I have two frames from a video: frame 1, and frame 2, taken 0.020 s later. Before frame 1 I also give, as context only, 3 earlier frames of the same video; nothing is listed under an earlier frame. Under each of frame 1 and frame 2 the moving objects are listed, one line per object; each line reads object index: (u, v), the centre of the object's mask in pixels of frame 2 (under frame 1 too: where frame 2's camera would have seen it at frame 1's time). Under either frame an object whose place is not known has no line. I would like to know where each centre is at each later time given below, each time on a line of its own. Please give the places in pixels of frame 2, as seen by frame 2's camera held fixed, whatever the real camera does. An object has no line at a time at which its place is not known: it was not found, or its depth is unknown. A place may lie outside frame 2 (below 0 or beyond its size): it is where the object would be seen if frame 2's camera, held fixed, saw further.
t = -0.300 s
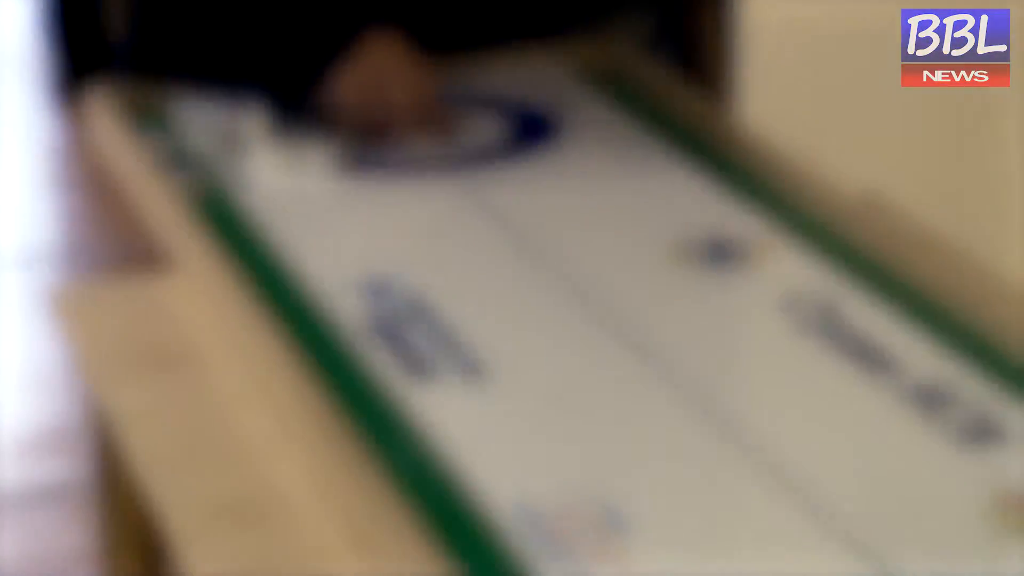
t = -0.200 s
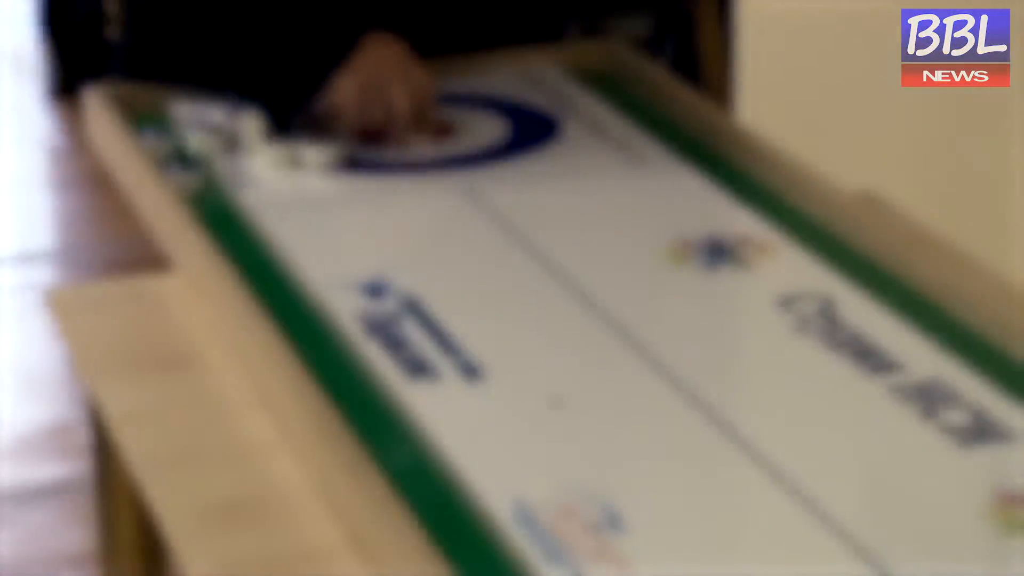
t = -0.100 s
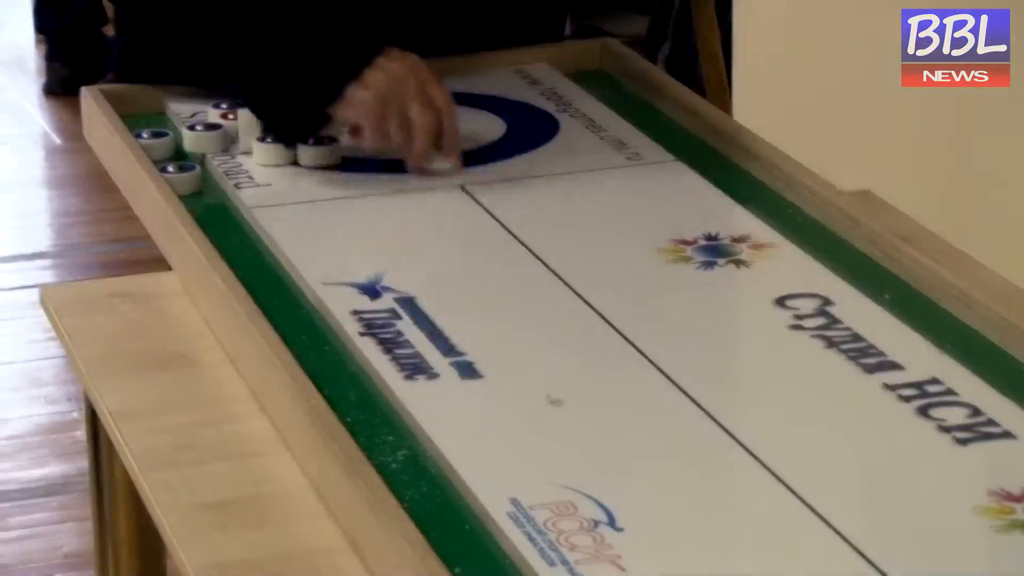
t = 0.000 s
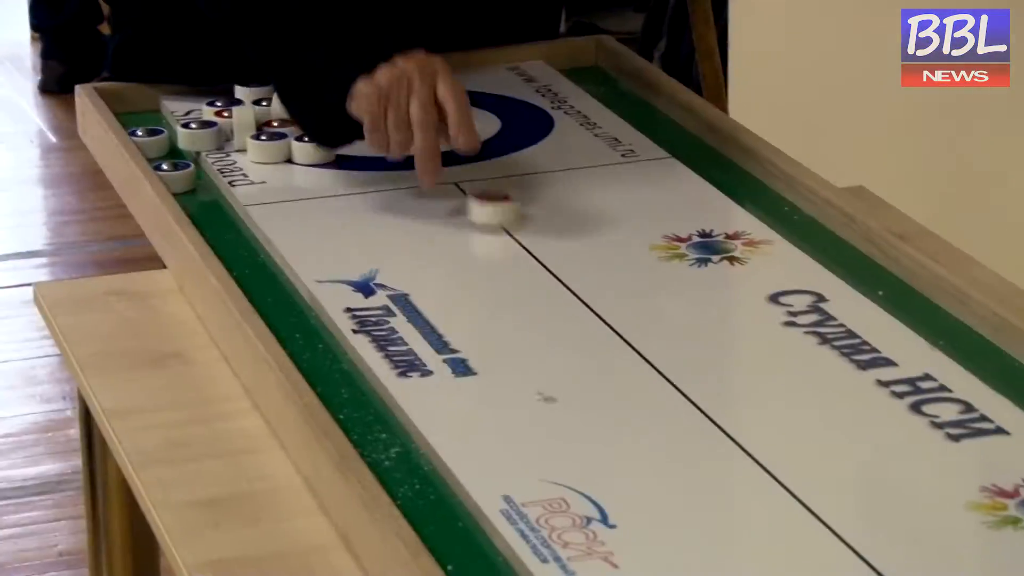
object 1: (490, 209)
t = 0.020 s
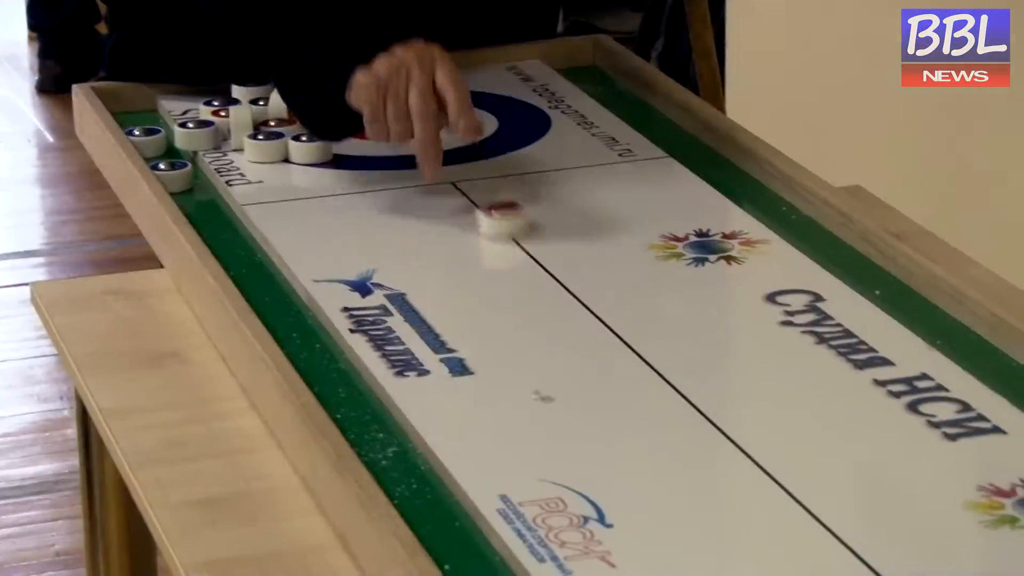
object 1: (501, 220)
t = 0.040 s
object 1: (514, 229)
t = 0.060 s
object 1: (524, 240)
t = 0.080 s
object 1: (536, 253)
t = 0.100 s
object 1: (549, 263)
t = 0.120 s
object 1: (559, 273)
